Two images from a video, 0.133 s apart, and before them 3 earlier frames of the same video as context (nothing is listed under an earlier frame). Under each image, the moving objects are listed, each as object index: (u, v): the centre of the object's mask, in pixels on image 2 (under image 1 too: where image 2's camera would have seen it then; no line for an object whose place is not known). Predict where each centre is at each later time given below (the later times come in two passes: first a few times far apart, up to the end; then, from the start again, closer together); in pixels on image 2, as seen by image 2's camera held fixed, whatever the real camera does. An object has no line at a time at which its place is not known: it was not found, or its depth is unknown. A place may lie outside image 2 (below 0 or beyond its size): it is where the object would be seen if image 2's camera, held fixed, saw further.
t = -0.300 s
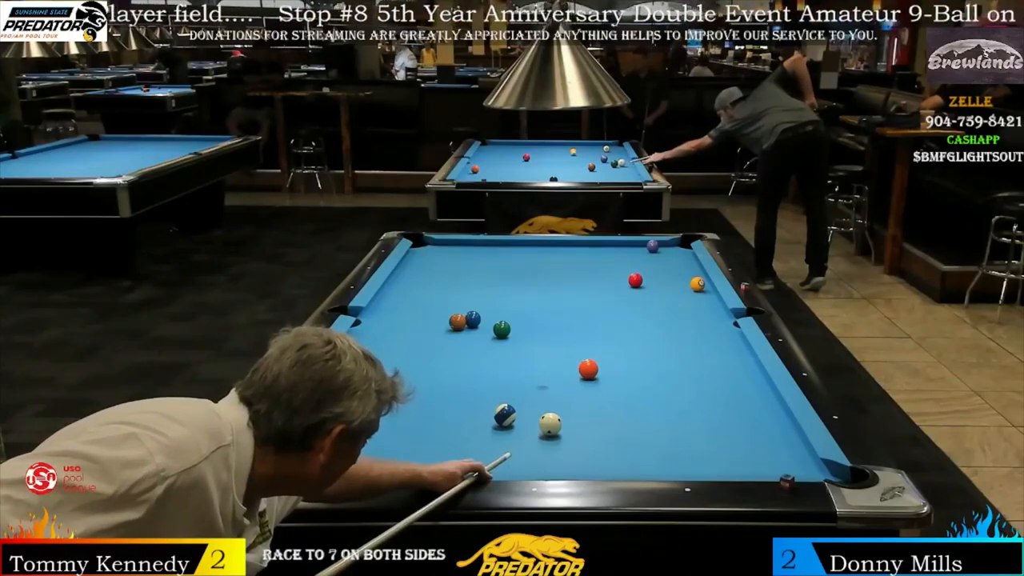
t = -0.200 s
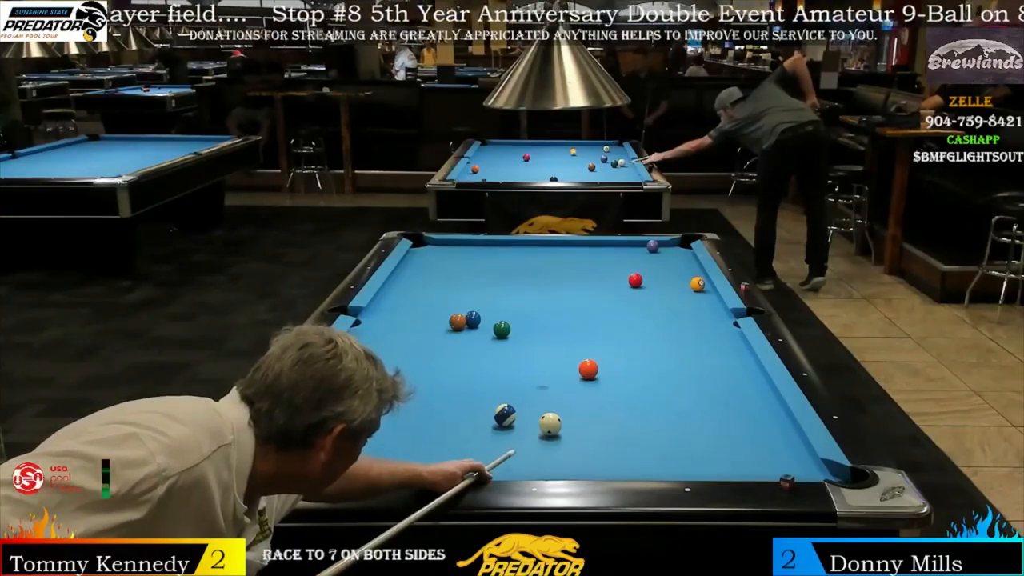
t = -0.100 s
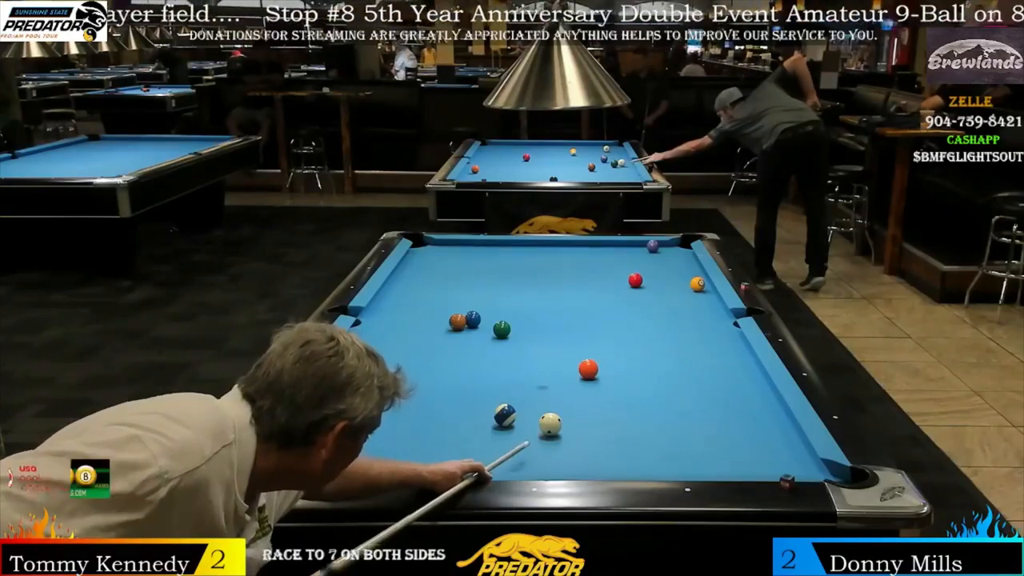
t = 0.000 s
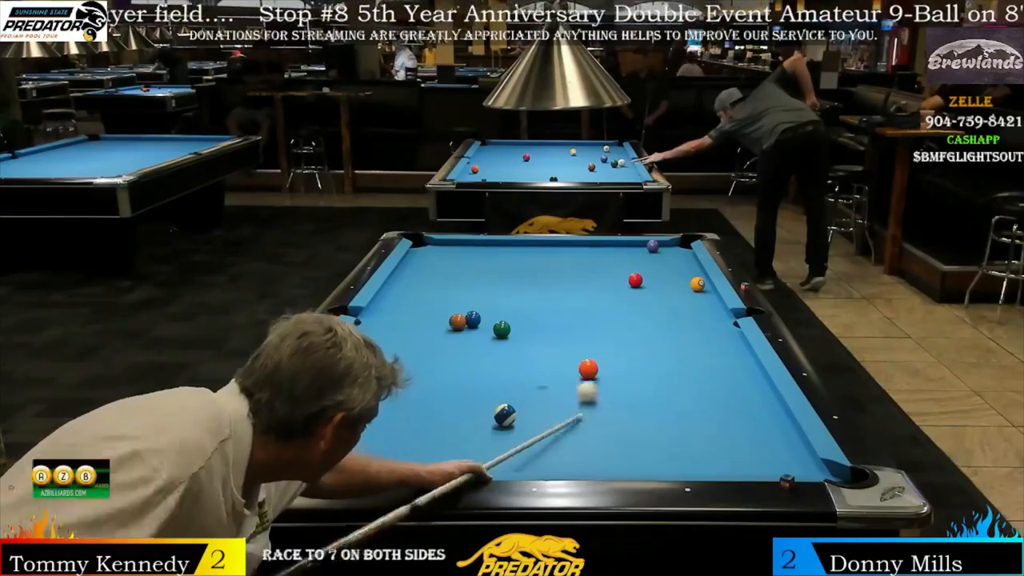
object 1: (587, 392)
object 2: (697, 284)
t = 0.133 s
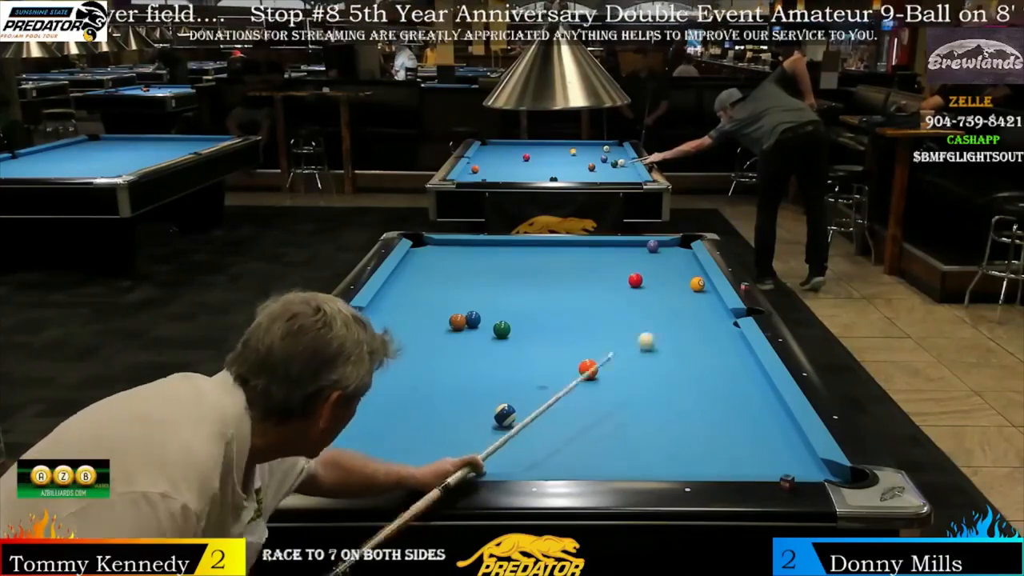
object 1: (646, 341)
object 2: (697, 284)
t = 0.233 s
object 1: (677, 314)
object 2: (697, 284)
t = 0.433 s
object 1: (702, 286)
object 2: (676, 278)
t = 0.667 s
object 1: (684, 285)
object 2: (621, 263)
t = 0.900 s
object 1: (668, 283)
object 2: (577, 250)
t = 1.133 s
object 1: (653, 282)
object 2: (542, 244)
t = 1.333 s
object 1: (648, 281)
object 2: (521, 250)
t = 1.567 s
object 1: (646, 281)
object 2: (496, 257)
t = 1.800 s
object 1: (646, 281)
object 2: (470, 264)
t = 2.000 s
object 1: (646, 281)
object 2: (447, 271)
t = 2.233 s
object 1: (646, 281)
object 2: (419, 278)
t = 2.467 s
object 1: (646, 281)
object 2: (390, 286)
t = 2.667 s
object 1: (646, 281)
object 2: (398, 292)
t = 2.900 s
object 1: (646, 281)
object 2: (411, 299)
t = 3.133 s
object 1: (646, 281)
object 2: (423, 307)
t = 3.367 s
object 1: (646, 281)
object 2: (436, 314)
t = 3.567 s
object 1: (646, 281)
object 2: (444, 319)
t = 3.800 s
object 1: (646, 281)
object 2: (443, 322)
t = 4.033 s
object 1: (646, 281)
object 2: (441, 325)
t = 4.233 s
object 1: (646, 281)
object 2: (439, 326)
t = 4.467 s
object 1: (646, 281)
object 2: (437, 328)
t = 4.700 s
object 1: (646, 281)
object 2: (435, 329)
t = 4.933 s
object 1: (646, 281)
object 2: (435, 330)
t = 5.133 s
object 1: (646, 281)
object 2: (435, 331)
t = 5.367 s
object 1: (646, 281)
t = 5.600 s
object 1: (646, 281)
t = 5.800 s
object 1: (646, 281)
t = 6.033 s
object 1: (646, 281)
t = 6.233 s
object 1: (646, 281)
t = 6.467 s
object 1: (646, 281)
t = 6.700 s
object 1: (646, 281)
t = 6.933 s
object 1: (646, 281)
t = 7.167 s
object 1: (646, 281)
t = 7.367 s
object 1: (646, 281)
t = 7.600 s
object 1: (646, 281)
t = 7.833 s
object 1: (646, 281)
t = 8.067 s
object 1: (646, 281)
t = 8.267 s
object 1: (646, 281)
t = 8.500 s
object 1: (646, 281)
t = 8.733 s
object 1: (646, 281)
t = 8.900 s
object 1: (646, 281)
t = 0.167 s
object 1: (658, 331)
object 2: (697, 284)
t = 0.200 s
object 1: (668, 322)
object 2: (697, 284)
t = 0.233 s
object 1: (677, 314)
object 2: (697, 284)
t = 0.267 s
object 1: (687, 306)
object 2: (697, 284)
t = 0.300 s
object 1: (695, 300)
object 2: (697, 284)
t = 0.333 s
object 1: (703, 293)
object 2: (697, 282)
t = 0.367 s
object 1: (709, 287)
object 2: (696, 284)
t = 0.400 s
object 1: (705, 287)
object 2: (686, 281)
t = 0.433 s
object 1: (702, 286)
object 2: (676, 278)
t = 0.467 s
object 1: (699, 286)
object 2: (667, 275)
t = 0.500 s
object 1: (697, 286)
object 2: (658, 273)
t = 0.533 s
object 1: (694, 286)
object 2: (649, 270)
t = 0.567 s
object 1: (692, 286)
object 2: (641, 268)
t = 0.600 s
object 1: (689, 285)
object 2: (634, 266)
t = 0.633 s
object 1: (687, 285)
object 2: (627, 264)
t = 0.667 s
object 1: (684, 285)
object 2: (621, 263)
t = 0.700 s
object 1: (682, 284)
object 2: (614, 261)
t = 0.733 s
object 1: (680, 284)
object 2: (607, 259)
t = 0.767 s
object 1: (677, 284)
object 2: (601, 257)
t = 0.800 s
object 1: (675, 284)
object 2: (595, 255)
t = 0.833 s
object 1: (673, 284)
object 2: (589, 254)
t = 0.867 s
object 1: (671, 283)
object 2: (582, 252)
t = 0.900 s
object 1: (668, 283)
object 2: (577, 250)
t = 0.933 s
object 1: (666, 283)
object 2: (571, 249)
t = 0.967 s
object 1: (664, 283)
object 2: (565, 247)
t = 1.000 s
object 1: (662, 283)
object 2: (559, 245)
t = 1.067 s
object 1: (658, 282)
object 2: (549, 243)
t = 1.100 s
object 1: (655, 282)
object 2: (545, 243)
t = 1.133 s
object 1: (653, 282)
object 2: (542, 244)
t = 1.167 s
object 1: (651, 282)
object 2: (538, 245)
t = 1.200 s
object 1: (649, 282)
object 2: (535, 246)
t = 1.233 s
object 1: (649, 282)
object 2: (531, 247)
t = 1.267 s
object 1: (648, 282)
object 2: (528, 248)
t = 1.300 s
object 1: (648, 282)
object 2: (524, 249)
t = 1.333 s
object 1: (648, 281)
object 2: (521, 250)
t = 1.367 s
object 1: (648, 281)
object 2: (518, 251)
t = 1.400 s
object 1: (647, 281)
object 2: (514, 252)
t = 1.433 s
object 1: (647, 281)
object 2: (511, 253)
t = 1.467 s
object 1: (647, 281)
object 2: (507, 254)
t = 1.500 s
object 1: (647, 281)
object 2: (504, 255)
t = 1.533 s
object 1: (646, 281)
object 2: (500, 256)
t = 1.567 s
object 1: (646, 281)
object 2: (496, 257)
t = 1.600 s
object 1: (646, 281)
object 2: (492, 258)
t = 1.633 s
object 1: (646, 281)
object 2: (489, 259)
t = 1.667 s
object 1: (646, 281)
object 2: (485, 260)
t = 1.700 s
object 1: (646, 281)
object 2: (481, 261)
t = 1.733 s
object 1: (646, 281)
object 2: (478, 262)
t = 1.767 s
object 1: (646, 281)
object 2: (474, 263)
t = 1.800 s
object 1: (646, 281)
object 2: (470, 264)
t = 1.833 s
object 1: (646, 281)
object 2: (466, 265)
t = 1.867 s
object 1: (646, 281)
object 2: (462, 266)
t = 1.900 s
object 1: (646, 281)
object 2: (459, 267)
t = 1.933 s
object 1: (646, 281)
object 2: (454, 268)
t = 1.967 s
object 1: (646, 281)
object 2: (450, 270)
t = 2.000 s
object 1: (646, 281)
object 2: (447, 271)
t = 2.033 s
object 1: (646, 281)
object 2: (443, 272)
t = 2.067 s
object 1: (646, 281)
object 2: (439, 273)
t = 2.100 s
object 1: (646, 281)
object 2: (435, 274)
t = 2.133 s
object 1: (646, 281)
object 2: (431, 275)
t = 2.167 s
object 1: (646, 281)
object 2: (427, 276)
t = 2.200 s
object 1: (646, 281)
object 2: (423, 277)
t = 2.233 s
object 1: (646, 281)
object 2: (419, 278)
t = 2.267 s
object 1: (646, 281)
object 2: (415, 279)
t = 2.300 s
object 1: (646, 281)
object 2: (410, 280)
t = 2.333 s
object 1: (646, 281)
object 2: (406, 282)
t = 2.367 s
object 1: (646, 281)
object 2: (402, 283)
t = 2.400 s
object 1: (646, 281)
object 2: (398, 284)
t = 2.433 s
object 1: (646, 281)
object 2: (394, 285)
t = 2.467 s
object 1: (646, 281)
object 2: (390, 286)
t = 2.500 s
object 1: (646, 281)
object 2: (390, 287)
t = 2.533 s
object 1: (646, 281)
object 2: (391, 288)
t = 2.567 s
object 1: (646, 281)
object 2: (393, 289)
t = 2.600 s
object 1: (646, 281)
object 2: (395, 290)
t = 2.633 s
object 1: (646, 281)
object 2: (397, 291)
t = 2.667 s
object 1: (646, 281)
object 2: (398, 292)
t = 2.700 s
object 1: (646, 281)
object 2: (400, 293)
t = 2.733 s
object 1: (646, 281)
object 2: (402, 294)
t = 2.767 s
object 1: (646, 281)
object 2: (404, 295)
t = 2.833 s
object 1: (646, 281)
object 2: (407, 297)
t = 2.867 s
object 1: (646, 281)
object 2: (409, 298)
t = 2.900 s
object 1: (646, 281)
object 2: (411, 299)
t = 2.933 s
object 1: (646, 281)
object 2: (413, 300)
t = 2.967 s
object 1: (646, 281)
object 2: (415, 301)
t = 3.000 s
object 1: (646, 281)
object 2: (417, 303)
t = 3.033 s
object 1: (646, 281)
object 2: (418, 303)
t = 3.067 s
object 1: (646, 281)
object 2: (420, 304)
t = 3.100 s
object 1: (646, 281)
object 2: (422, 306)
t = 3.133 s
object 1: (646, 281)
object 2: (423, 307)
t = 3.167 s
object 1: (646, 281)
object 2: (425, 308)
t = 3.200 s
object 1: (646, 281)
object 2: (427, 309)
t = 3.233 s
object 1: (646, 281)
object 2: (429, 310)
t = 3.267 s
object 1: (646, 281)
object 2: (431, 311)
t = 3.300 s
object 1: (646, 281)
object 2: (432, 312)
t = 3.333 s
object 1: (646, 281)
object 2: (434, 313)
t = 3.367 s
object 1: (646, 281)
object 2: (436, 314)
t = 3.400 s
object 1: (646, 281)
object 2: (438, 315)
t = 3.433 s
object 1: (646, 281)
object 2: (440, 316)
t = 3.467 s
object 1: (646, 281)
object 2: (441, 317)
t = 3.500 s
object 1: (646, 281)
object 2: (442, 318)
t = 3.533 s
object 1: (646, 281)
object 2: (443, 318)
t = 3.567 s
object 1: (646, 281)
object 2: (444, 319)
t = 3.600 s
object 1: (646, 281)
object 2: (444, 320)
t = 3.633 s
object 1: (646, 281)
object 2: (444, 320)
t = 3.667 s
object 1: (646, 281)
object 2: (444, 321)
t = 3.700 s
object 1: (646, 281)
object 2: (443, 321)
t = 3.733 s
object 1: (646, 281)
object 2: (443, 321)
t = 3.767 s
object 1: (646, 281)
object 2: (443, 322)
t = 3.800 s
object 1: (646, 281)
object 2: (443, 322)
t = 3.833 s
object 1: (646, 281)
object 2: (442, 323)
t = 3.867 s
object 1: (646, 281)
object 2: (442, 323)
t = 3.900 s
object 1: (646, 281)
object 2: (442, 323)
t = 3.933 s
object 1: (646, 281)
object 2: (442, 324)
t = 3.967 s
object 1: (646, 281)
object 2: (442, 324)
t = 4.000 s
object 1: (646, 281)
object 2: (441, 324)
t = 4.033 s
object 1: (646, 281)
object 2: (441, 325)
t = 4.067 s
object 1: (646, 281)
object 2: (440, 325)
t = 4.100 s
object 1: (646, 281)
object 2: (440, 325)
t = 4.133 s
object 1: (646, 281)
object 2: (440, 326)
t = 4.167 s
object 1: (646, 281)
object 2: (440, 326)
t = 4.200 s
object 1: (646, 281)
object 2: (439, 326)
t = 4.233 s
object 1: (646, 281)
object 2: (439, 326)
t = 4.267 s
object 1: (646, 281)
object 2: (439, 327)
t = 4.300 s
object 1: (646, 281)
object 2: (438, 327)
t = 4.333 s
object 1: (646, 281)
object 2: (438, 327)
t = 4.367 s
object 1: (646, 281)
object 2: (438, 328)
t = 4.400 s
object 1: (646, 281)
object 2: (437, 328)
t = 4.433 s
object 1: (646, 281)
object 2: (437, 328)
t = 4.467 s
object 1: (646, 281)
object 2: (437, 328)
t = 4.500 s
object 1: (646, 281)
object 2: (437, 328)
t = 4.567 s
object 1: (646, 281)
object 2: (436, 329)
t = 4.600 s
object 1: (646, 281)
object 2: (436, 329)
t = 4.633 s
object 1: (646, 281)
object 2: (435, 329)
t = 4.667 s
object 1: (646, 281)
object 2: (435, 329)
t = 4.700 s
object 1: (646, 281)
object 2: (435, 329)
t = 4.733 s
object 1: (646, 281)
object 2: (434, 329)
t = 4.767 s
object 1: (646, 281)
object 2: (435, 330)
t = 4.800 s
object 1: (646, 281)
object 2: (435, 330)
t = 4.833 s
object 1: (646, 281)
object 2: (435, 330)
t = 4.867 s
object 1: (646, 281)
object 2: (434, 330)
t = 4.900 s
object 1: (646, 281)
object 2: (434, 330)
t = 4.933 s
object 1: (646, 281)
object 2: (435, 330)
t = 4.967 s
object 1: (646, 281)
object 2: (435, 330)
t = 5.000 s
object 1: (646, 281)
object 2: (435, 330)
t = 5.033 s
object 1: (646, 281)
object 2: (435, 330)
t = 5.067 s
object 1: (646, 281)
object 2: (434, 330)
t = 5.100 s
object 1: (646, 281)
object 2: (435, 331)
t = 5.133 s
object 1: (646, 281)
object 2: (435, 331)
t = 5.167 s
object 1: (646, 281)
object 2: (435, 331)
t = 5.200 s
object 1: (646, 281)
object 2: (435, 331)
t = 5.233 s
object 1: (646, 281)
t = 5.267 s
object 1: (646, 281)
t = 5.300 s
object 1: (646, 281)
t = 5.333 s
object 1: (646, 281)
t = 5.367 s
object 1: (646, 281)
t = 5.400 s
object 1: (646, 281)
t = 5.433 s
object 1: (646, 281)
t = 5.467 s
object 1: (646, 281)
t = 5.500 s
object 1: (646, 281)
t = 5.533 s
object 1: (646, 281)
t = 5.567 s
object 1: (646, 281)
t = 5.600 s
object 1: (646, 281)
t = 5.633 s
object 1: (646, 281)
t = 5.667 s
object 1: (646, 281)
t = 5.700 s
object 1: (646, 281)
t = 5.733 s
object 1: (646, 281)
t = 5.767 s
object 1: (646, 281)
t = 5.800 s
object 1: (646, 281)
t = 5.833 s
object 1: (646, 281)
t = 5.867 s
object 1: (646, 281)
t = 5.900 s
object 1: (646, 281)
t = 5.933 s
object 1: (646, 281)
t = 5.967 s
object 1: (646, 281)
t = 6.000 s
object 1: (646, 281)
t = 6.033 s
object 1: (646, 281)
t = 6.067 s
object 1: (646, 281)
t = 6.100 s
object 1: (646, 281)
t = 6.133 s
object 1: (646, 281)
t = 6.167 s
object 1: (646, 281)
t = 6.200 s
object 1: (646, 281)
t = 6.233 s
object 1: (646, 281)
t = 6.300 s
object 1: (646, 281)
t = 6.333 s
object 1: (646, 281)
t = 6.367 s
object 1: (646, 281)
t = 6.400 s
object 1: (646, 281)
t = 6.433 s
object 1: (646, 281)
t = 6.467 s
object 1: (646, 281)
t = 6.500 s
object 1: (646, 281)
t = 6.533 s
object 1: (646, 281)
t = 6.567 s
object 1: (646, 281)
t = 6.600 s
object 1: (646, 281)
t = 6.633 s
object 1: (646, 281)
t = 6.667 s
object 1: (646, 281)
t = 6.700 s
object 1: (646, 281)
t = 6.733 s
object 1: (646, 281)
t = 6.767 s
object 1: (646, 281)
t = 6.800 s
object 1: (646, 281)
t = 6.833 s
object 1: (646, 281)
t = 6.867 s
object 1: (646, 281)
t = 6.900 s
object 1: (646, 281)
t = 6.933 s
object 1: (646, 281)
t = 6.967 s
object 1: (646, 281)
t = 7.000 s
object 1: (646, 281)
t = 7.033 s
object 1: (646, 281)
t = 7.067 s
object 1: (646, 281)
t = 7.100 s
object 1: (646, 281)
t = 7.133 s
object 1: (646, 281)
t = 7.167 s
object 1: (646, 281)
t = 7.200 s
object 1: (646, 281)
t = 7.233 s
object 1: (646, 281)
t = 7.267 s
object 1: (646, 281)
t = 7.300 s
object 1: (646, 281)
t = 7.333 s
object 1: (646, 281)
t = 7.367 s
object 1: (646, 281)
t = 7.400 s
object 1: (646, 281)
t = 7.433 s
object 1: (646, 281)
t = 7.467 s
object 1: (646, 281)
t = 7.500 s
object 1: (646, 281)
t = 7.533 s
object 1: (646, 281)
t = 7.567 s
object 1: (646, 281)
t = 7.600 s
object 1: (646, 281)
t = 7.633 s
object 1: (646, 281)
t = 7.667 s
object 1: (646, 281)
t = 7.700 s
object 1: (646, 281)
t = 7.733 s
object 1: (646, 281)
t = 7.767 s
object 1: (646, 281)
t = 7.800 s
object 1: (646, 281)
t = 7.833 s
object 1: (646, 281)
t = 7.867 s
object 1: (646, 281)
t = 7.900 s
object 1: (646, 281)
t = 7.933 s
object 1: (646, 281)
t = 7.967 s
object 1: (646, 281)
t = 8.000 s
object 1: (646, 281)
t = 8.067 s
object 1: (646, 281)
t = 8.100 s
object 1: (646, 281)
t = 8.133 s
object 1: (646, 281)
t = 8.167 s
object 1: (646, 281)
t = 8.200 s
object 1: (646, 281)
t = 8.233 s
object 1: (646, 281)
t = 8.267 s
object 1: (646, 281)
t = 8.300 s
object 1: (646, 281)
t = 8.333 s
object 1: (646, 281)
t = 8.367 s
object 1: (646, 281)
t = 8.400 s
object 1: (646, 281)
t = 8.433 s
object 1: (646, 281)
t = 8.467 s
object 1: (646, 281)
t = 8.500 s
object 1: (646, 281)
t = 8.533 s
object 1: (646, 281)
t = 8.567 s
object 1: (646, 281)
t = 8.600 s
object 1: (646, 281)
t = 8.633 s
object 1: (646, 281)
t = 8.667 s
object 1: (646, 281)
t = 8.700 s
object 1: (646, 281)
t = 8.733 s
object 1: (646, 281)
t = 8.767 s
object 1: (646, 281)
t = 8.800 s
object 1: (646, 281)
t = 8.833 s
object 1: (646, 281)
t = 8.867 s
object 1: (646, 281)
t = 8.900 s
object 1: (646, 281)
